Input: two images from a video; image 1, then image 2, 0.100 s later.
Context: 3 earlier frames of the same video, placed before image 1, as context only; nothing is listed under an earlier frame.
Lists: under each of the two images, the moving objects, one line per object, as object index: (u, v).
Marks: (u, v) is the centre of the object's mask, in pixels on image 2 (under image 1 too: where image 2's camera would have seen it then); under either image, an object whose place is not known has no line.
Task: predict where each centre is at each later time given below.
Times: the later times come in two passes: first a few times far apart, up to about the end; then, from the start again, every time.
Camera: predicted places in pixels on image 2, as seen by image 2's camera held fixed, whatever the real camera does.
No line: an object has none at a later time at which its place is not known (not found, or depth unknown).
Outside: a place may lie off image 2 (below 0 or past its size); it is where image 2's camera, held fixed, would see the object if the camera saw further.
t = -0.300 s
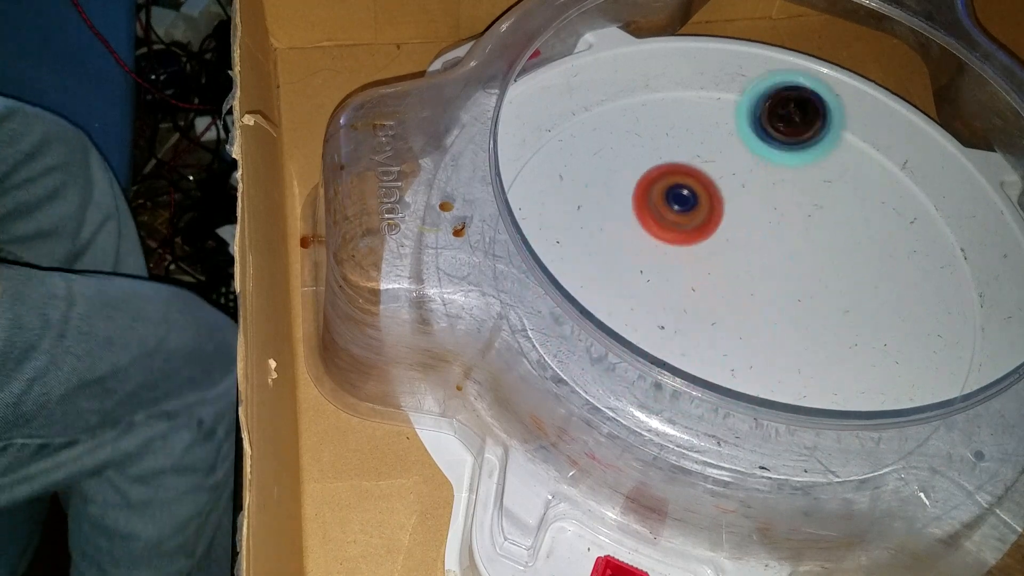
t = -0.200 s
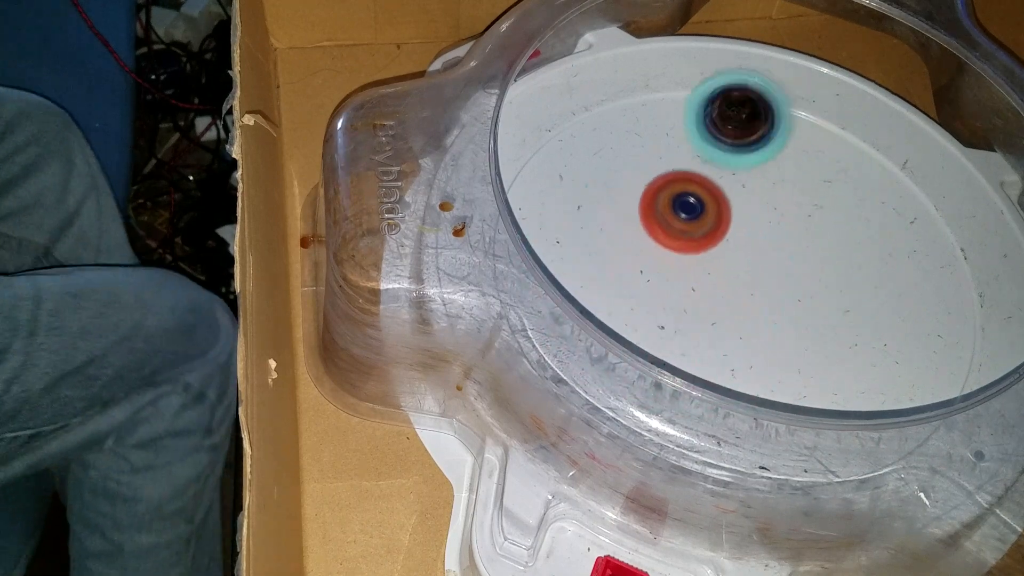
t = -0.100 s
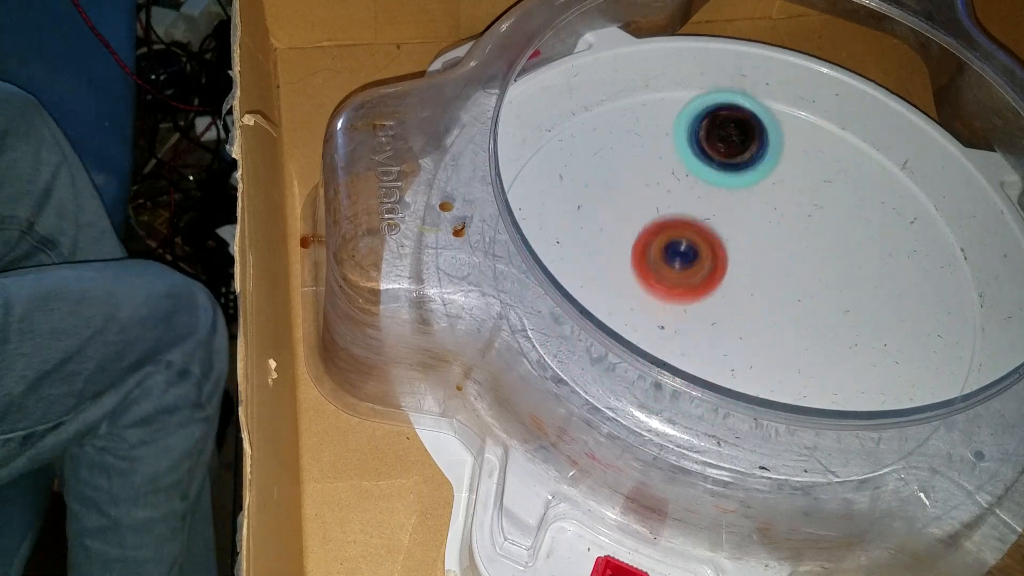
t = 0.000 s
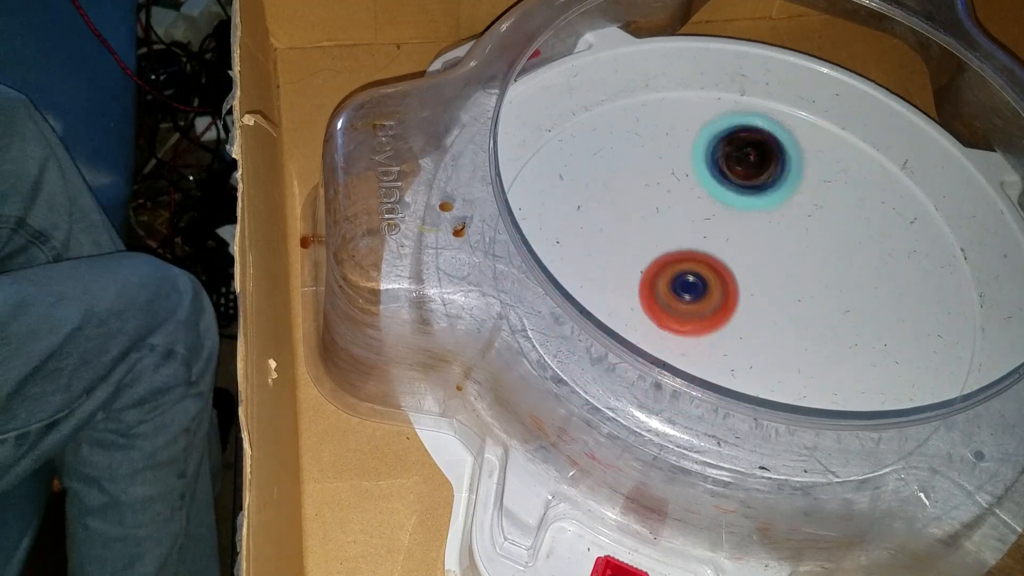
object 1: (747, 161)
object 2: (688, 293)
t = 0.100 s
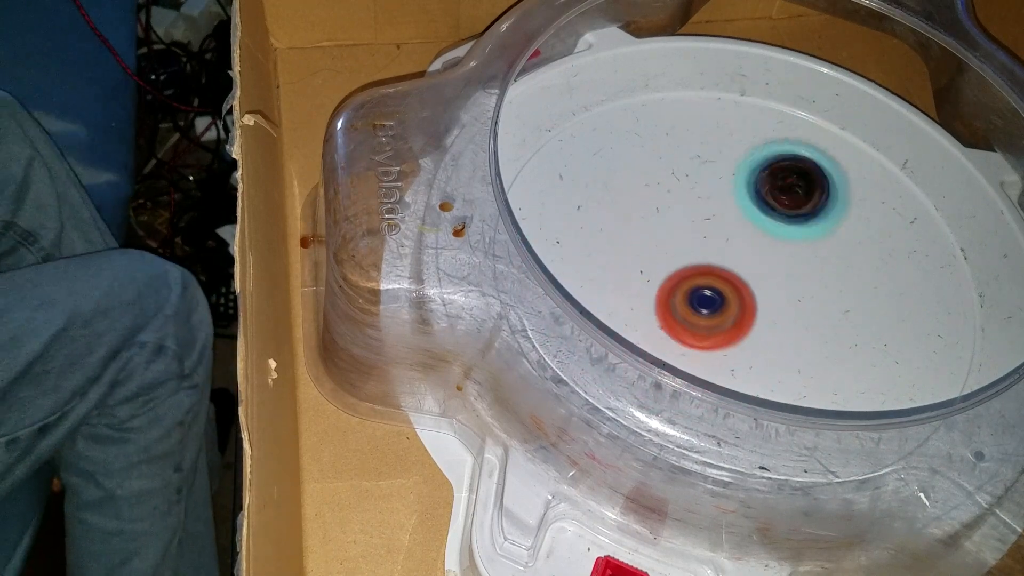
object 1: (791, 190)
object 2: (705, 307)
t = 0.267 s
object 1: (871, 202)
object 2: (734, 326)
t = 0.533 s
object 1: (842, 227)
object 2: (771, 343)
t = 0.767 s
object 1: (844, 281)
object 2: (762, 351)
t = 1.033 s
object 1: (813, 275)
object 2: (735, 334)
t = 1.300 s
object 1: (756, 233)
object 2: (699, 298)
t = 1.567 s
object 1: (780, 146)
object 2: (645, 272)
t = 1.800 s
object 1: (732, 179)
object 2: (683, 260)
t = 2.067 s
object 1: (847, 220)
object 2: (723, 279)
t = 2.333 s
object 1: (852, 219)
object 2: (777, 295)
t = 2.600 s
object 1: (812, 232)
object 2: (736, 338)
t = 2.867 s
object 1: (796, 274)
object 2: (705, 352)
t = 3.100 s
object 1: (784, 255)
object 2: (689, 329)
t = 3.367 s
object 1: (761, 236)
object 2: (676, 288)
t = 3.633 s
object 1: (821, 193)
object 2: (684, 257)
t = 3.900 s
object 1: (809, 205)
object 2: (712, 271)
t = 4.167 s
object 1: (831, 247)
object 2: (737, 308)
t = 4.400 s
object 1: (850, 275)
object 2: (709, 333)
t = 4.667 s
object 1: (798, 274)
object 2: (682, 322)
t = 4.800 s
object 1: (761, 272)
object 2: (674, 306)
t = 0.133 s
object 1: (809, 197)
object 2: (711, 311)
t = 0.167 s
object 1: (827, 201)
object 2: (717, 316)
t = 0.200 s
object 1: (844, 204)
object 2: (722, 319)
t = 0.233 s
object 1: (860, 204)
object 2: (728, 323)
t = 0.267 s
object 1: (871, 202)
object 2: (734, 326)
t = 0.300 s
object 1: (877, 201)
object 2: (739, 330)
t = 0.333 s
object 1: (879, 200)
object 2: (745, 333)
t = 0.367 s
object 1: (879, 200)
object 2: (750, 336)
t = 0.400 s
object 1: (875, 200)
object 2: (755, 338)
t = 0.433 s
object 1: (869, 203)
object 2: (759, 340)
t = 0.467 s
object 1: (861, 208)
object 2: (763, 341)
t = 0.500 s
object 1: (852, 216)
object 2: (767, 342)
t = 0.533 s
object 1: (842, 227)
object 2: (771, 343)
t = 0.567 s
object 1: (833, 240)
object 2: (775, 343)
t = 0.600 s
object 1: (827, 255)
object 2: (778, 343)
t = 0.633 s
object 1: (828, 268)
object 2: (774, 346)
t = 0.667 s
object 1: (833, 273)
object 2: (767, 350)
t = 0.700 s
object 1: (839, 277)
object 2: (764, 351)
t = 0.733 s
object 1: (842, 279)
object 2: (763, 351)
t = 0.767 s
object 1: (844, 281)
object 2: (762, 351)
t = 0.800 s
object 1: (843, 282)
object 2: (761, 350)
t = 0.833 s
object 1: (842, 282)
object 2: (760, 349)
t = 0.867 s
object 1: (838, 283)
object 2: (758, 347)
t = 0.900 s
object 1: (833, 283)
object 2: (755, 346)
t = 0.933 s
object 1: (831, 281)
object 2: (748, 344)
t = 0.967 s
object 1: (827, 279)
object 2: (744, 341)
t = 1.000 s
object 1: (820, 277)
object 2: (740, 338)
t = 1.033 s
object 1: (813, 275)
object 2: (735, 334)
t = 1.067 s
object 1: (807, 272)
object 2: (728, 332)
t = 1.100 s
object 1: (806, 265)
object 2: (719, 328)
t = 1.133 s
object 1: (803, 257)
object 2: (715, 323)
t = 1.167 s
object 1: (798, 250)
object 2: (711, 319)
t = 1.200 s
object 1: (789, 244)
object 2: (708, 313)
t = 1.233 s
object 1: (780, 238)
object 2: (705, 308)
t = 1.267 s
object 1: (767, 235)
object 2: (702, 302)
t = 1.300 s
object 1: (756, 233)
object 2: (699, 298)
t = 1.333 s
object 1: (759, 226)
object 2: (683, 296)
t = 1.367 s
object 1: (766, 217)
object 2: (660, 293)
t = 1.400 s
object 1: (773, 206)
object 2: (646, 291)
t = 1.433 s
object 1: (779, 195)
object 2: (638, 288)
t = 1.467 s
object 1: (784, 182)
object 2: (634, 284)
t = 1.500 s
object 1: (786, 170)
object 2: (636, 279)
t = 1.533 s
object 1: (785, 158)
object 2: (640, 276)
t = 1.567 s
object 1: (780, 146)
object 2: (645, 272)
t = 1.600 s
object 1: (772, 138)
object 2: (651, 268)
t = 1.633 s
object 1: (760, 134)
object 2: (657, 266)
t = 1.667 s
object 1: (747, 136)
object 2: (663, 262)
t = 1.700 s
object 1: (738, 143)
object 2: (670, 259)
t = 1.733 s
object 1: (731, 155)
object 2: (677, 256)
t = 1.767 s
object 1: (727, 170)
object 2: (684, 254)
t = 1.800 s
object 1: (732, 179)
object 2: (683, 260)
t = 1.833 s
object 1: (740, 188)
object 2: (683, 264)
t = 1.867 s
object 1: (752, 198)
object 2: (687, 266)
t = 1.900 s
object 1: (767, 207)
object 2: (691, 268)
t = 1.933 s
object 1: (783, 213)
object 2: (695, 271)
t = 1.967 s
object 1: (800, 215)
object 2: (702, 272)
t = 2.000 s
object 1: (817, 218)
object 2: (708, 274)
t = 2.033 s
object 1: (832, 220)
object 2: (715, 276)
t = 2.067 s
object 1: (847, 220)
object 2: (723, 279)
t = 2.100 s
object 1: (860, 219)
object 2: (731, 281)
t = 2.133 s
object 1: (870, 216)
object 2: (738, 283)
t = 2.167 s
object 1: (876, 213)
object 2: (745, 285)
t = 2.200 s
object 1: (876, 212)
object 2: (752, 288)
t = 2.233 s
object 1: (873, 211)
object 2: (759, 289)
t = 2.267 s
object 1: (868, 212)
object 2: (765, 292)
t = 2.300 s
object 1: (861, 215)
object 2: (771, 293)
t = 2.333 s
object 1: (852, 219)
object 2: (777, 295)
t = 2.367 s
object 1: (843, 223)
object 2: (778, 298)
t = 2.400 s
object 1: (844, 221)
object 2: (762, 311)
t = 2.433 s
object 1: (843, 221)
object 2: (749, 320)
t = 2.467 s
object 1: (841, 220)
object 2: (740, 325)
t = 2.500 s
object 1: (836, 221)
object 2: (737, 330)
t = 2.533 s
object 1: (830, 222)
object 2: (736, 332)
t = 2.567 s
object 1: (821, 226)
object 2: (737, 335)
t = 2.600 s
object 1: (812, 232)
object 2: (736, 338)
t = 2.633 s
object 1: (804, 240)
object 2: (736, 340)
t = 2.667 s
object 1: (796, 250)
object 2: (735, 343)
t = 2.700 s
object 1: (789, 259)
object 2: (733, 345)
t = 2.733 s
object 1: (783, 270)
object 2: (731, 346)
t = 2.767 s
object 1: (785, 276)
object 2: (723, 351)
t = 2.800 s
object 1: (789, 277)
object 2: (714, 354)
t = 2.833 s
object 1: (793, 275)
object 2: (709, 353)
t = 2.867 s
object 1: (796, 274)
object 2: (705, 352)
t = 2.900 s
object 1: (798, 272)
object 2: (702, 350)
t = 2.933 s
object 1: (799, 269)
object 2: (698, 348)
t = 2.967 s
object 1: (798, 266)
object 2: (696, 346)
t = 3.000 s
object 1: (797, 263)
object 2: (693, 342)
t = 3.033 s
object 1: (794, 261)
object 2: (692, 338)
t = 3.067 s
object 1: (790, 258)
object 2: (690, 334)
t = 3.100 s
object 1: (784, 255)
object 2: (689, 329)
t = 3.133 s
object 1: (778, 254)
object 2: (688, 323)
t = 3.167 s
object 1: (770, 252)
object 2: (688, 317)
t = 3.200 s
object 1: (761, 251)
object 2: (688, 311)
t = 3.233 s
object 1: (758, 250)
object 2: (681, 307)
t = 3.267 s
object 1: (757, 246)
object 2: (676, 303)
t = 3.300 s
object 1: (757, 243)
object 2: (675, 298)
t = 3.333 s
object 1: (757, 239)
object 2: (678, 292)
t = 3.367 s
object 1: (761, 236)
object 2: (676, 288)
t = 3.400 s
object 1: (773, 231)
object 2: (665, 278)
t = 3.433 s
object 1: (782, 227)
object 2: (656, 272)
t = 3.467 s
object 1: (792, 222)
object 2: (655, 267)
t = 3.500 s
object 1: (800, 216)
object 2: (658, 264)
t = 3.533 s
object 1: (808, 210)
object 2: (664, 261)
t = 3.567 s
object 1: (816, 204)
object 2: (670, 259)
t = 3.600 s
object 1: (819, 197)
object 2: (677, 258)
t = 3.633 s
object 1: (821, 193)
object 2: (684, 257)
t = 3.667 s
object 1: (820, 189)
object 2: (692, 256)
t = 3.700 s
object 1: (816, 188)
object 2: (699, 256)
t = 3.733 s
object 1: (813, 189)
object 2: (707, 256)
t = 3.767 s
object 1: (808, 191)
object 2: (715, 256)
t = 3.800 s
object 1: (801, 196)
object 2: (723, 258)
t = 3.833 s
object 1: (802, 201)
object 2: (718, 262)
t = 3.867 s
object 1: (805, 204)
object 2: (712, 267)
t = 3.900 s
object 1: (809, 205)
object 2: (712, 271)
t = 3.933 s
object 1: (817, 210)
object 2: (716, 275)
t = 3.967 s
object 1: (822, 214)
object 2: (720, 280)
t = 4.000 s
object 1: (827, 219)
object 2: (724, 285)
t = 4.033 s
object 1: (830, 224)
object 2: (727, 290)
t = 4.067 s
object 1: (831, 228)
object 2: (730, 294)
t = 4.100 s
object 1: (832, 234)
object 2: (733, 299)
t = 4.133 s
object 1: (832, 240)
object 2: (735, 304)
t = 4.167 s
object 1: (831, 247)
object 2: (737, 308)
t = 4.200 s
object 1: (829, 255)
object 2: (738, 312)
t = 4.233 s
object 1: (827, 263)
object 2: (738, 317)
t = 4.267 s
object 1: (832, 270)
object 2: (730, 321)
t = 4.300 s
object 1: (835, 271)
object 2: (719, 326)
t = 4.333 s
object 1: (843, 273)
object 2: (715, 329)
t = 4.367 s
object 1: (848, 275)
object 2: (712, 331)
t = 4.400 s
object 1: (850, 275)
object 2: (709, 333)
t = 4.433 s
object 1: (850, 275)
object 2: (705, 334)
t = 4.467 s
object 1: (848, 274)
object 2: (701, 334)
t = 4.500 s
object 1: (845, 274)
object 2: (697, 334)
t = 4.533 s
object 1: (839, 273)
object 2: (693, 333)
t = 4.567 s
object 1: (828, 272)
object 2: (690, 331)
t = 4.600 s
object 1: (819, 273)
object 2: (686, 329)
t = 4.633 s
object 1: (807, 273)
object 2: (684, 325)
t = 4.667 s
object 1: (798, 274)
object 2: (682, 322)
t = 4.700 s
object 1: (787, 273)
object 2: (680, 319)
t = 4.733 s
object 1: (777, 274)
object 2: (680, 315)
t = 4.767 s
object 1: (766, 273)
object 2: (680, 311)
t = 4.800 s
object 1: (761, 272)
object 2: (674, 306)
